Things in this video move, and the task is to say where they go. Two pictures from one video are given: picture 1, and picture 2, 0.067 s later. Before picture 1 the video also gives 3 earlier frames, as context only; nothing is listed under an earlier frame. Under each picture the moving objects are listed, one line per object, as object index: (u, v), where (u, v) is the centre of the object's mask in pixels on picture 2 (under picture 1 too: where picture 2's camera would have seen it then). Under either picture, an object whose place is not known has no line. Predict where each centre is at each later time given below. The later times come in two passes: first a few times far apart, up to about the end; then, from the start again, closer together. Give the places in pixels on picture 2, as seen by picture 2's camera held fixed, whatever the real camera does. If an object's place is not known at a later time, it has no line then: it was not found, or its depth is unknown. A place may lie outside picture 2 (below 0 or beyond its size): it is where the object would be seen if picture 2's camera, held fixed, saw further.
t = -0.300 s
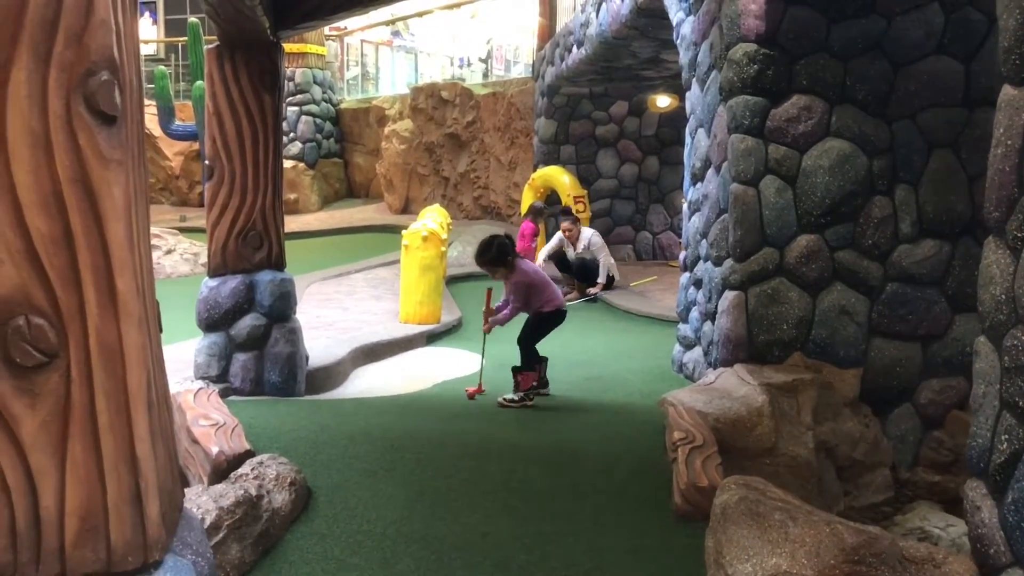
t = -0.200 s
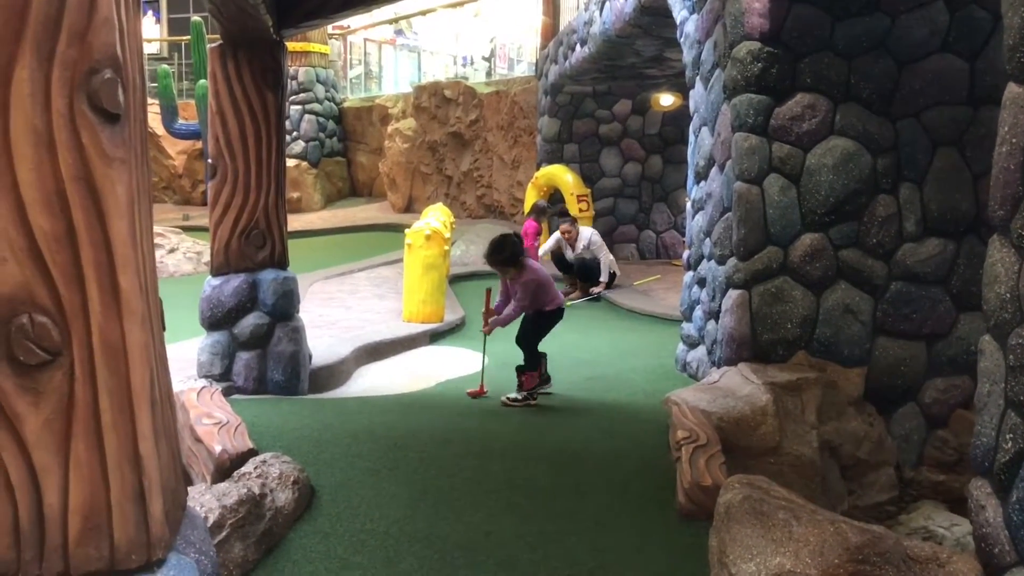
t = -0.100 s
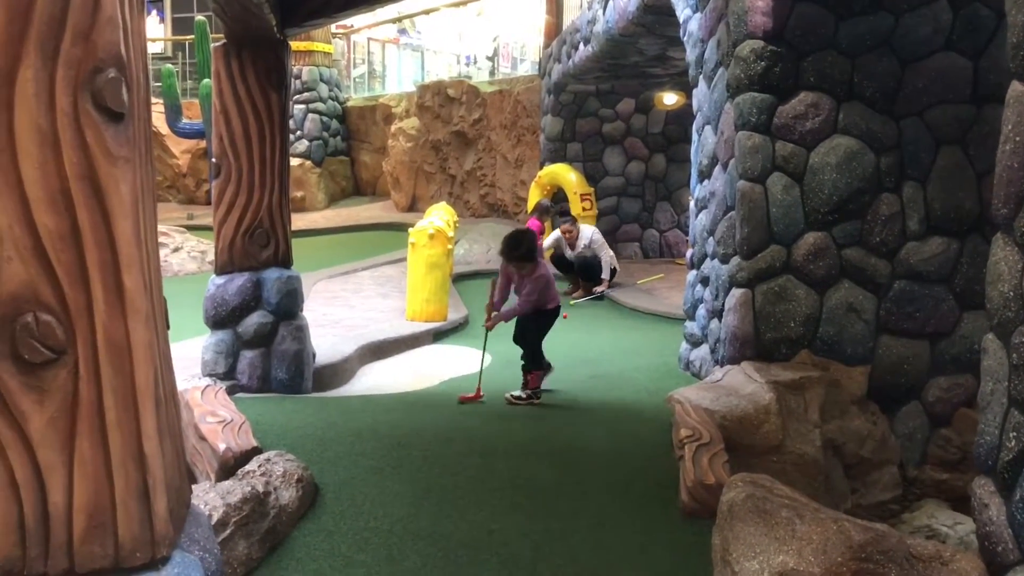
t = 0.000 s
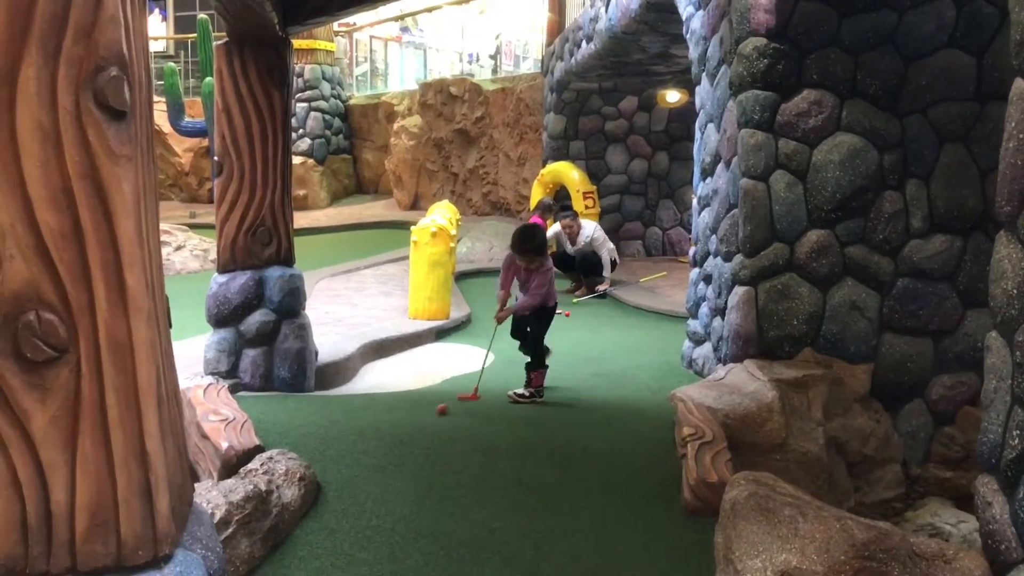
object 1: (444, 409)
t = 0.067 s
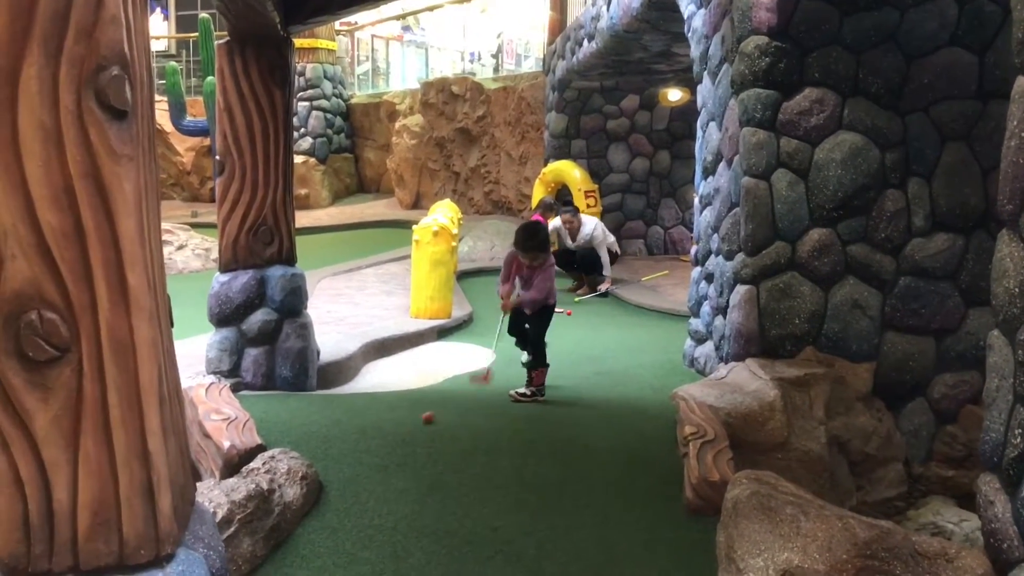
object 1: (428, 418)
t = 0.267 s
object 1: (375, 460)
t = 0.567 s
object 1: (269, 566)
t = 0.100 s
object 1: (420, 422)
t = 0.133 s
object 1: (411, 429)
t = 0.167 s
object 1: (402, 436)
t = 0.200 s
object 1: (394, 443)
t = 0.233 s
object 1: (385, 452)
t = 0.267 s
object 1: (375, 460)
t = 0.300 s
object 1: (365, 470)
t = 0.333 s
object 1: (355, 478)
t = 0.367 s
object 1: (345, 489)
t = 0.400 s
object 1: (333, 499)
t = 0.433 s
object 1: (322, 510)
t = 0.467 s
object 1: (310, 523)
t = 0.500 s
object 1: (296, 537)
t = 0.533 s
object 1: (283, 551)
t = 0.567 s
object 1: (269, 566)
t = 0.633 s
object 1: (240, 598)
